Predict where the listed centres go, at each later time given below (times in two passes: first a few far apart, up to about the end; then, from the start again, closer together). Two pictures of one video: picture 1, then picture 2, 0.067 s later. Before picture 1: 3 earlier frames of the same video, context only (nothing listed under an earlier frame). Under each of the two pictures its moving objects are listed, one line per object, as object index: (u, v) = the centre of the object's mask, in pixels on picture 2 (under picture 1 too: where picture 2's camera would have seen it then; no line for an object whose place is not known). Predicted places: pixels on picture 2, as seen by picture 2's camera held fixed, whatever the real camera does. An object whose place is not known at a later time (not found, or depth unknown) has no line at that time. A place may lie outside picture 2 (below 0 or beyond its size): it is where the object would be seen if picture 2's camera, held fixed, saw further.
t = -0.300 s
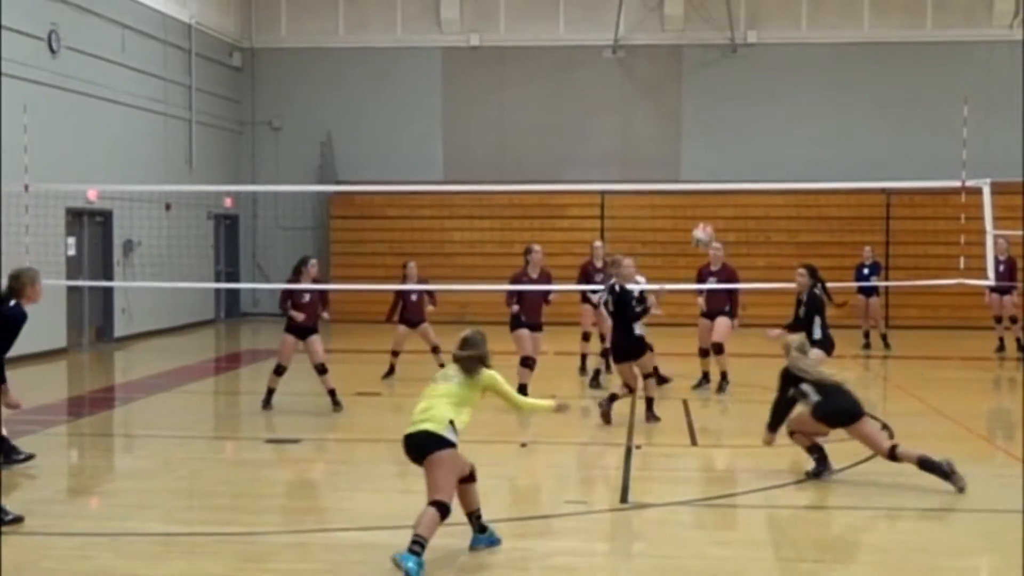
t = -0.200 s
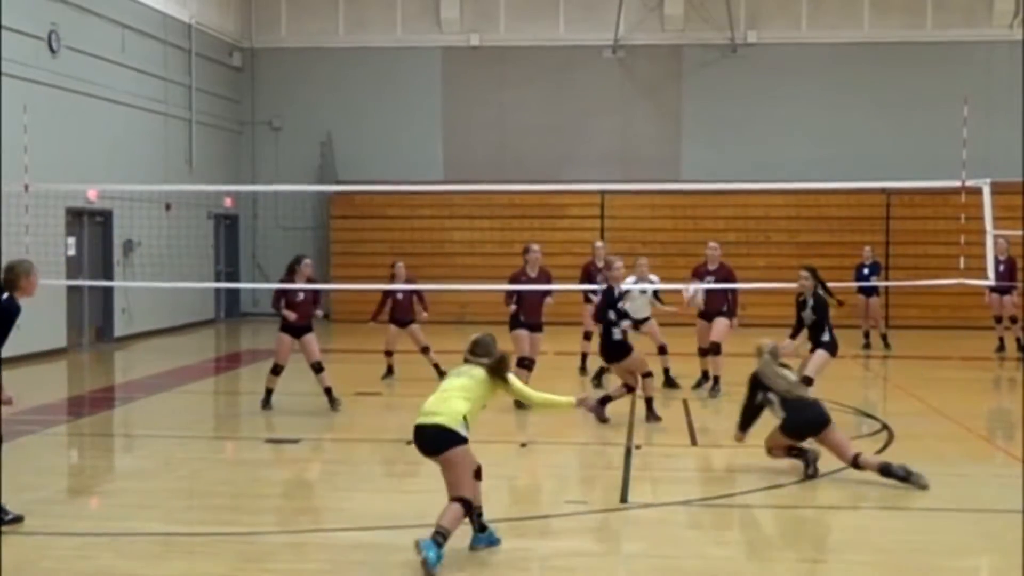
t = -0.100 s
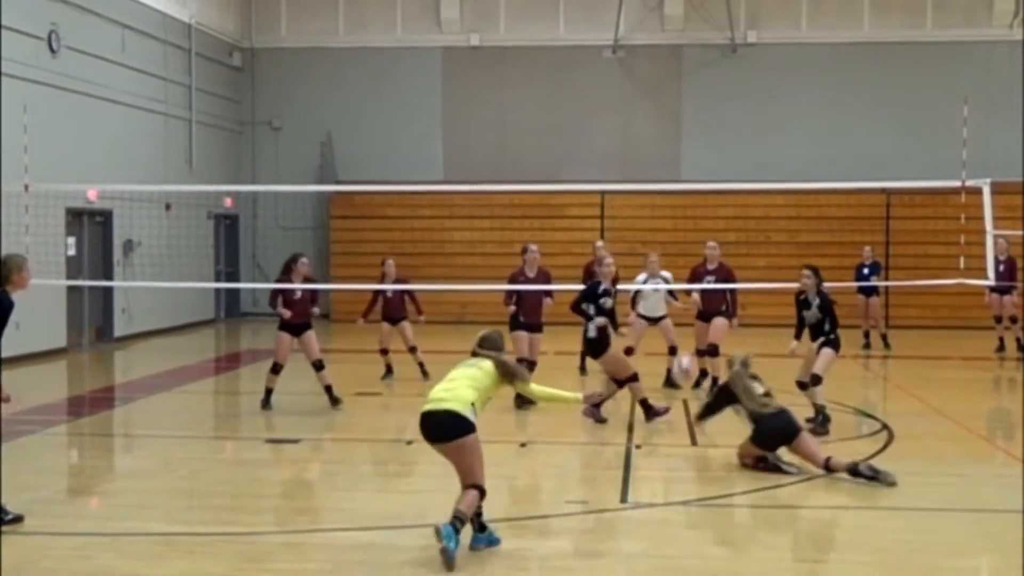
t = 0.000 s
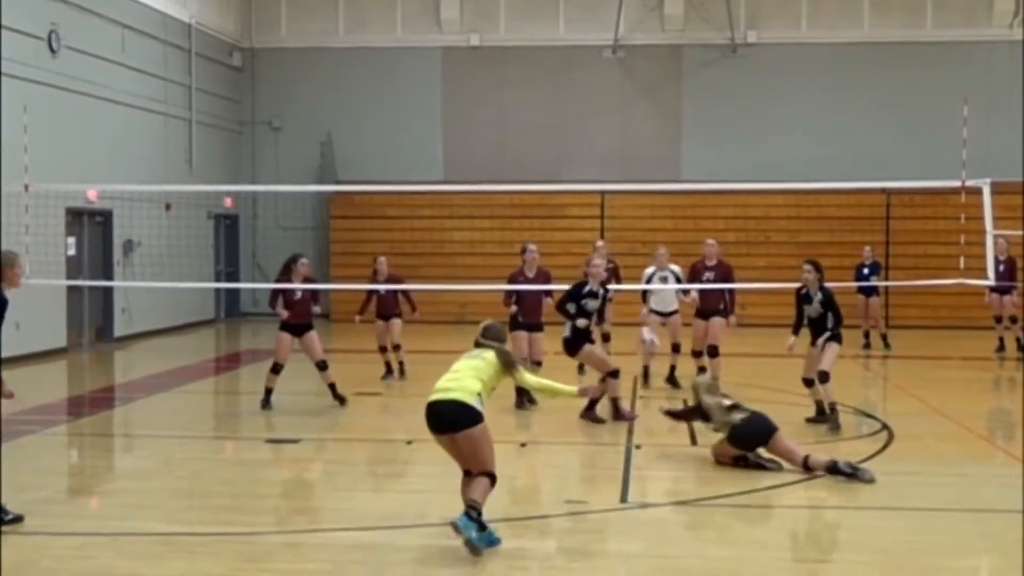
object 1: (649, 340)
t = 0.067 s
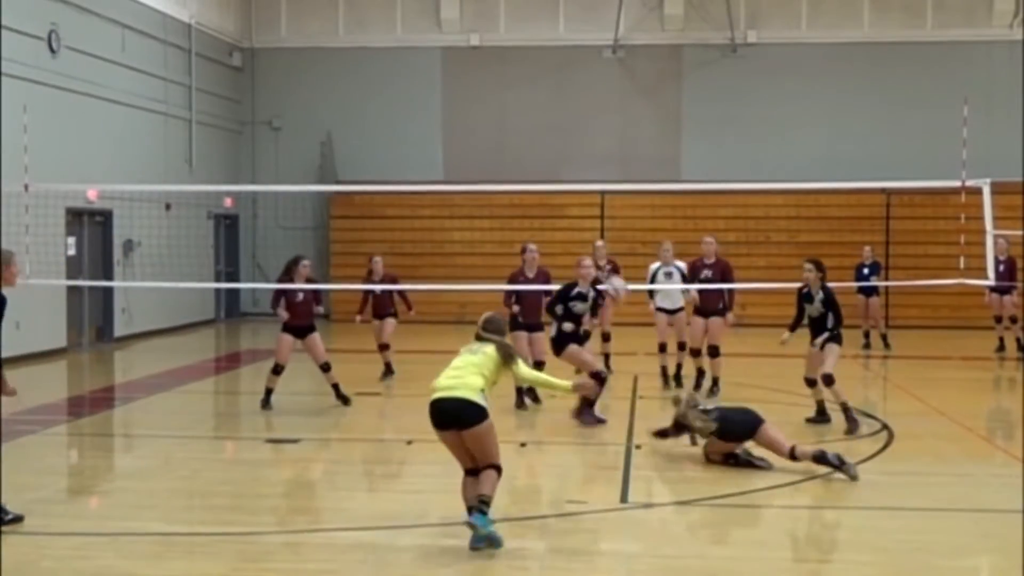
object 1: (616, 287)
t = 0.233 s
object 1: (542, 182)
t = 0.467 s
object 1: (449, 97)
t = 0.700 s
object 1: (365, 72)
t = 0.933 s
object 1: (290, 100)
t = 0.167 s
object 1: (571, 219)
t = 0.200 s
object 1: (557, 202)
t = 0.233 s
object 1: (542, 182)
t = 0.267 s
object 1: (527, 166)
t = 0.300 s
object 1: (513, 151)
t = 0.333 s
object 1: (503, 137)
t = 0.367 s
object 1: (489, 126)
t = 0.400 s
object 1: (474, 114)
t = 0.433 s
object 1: (462, 105)
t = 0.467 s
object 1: (449, 97)
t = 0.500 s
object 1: (436, 90)
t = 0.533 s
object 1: (425, 83)
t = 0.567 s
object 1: (412, 79)
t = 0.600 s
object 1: (400, 75)
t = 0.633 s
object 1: (387, 73)
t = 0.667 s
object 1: (377, 71)
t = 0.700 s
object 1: (365, 72)
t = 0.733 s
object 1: (354, 71)
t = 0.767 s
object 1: (343, 74)
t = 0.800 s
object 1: (333, 77)
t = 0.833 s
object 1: (320, 81)
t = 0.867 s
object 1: (310, 87)
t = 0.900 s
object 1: (299, 93)
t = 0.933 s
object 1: (290, 100)
